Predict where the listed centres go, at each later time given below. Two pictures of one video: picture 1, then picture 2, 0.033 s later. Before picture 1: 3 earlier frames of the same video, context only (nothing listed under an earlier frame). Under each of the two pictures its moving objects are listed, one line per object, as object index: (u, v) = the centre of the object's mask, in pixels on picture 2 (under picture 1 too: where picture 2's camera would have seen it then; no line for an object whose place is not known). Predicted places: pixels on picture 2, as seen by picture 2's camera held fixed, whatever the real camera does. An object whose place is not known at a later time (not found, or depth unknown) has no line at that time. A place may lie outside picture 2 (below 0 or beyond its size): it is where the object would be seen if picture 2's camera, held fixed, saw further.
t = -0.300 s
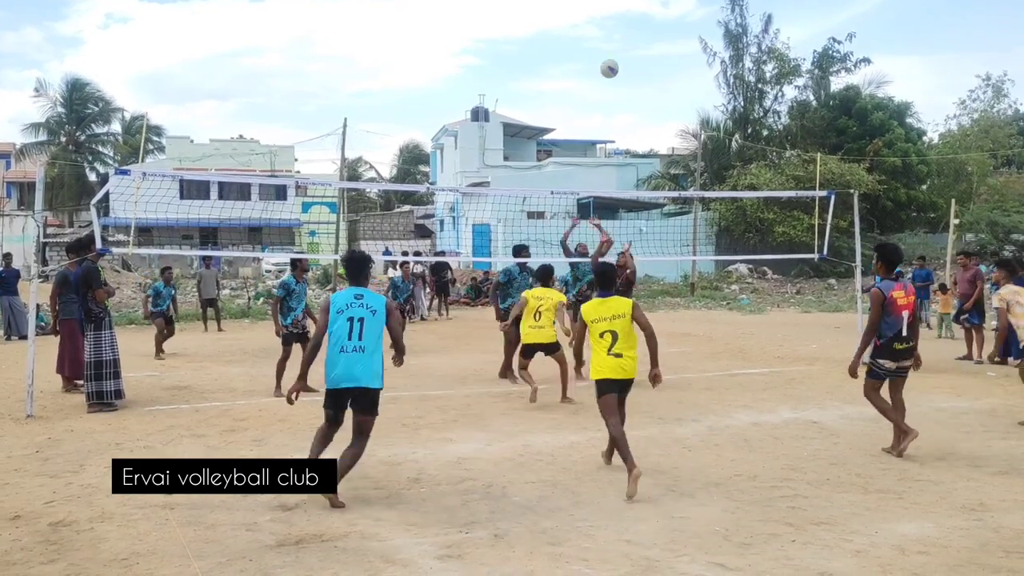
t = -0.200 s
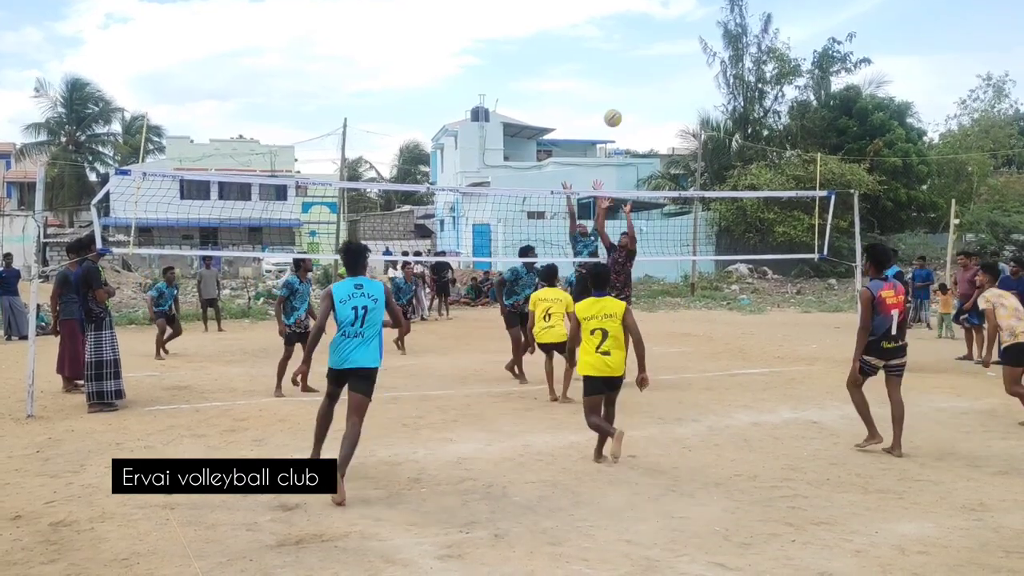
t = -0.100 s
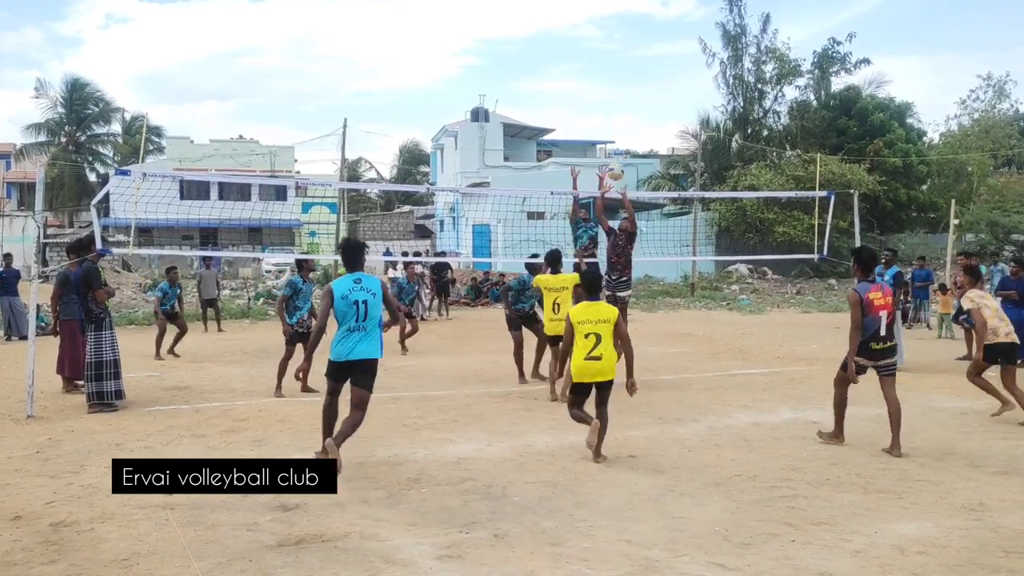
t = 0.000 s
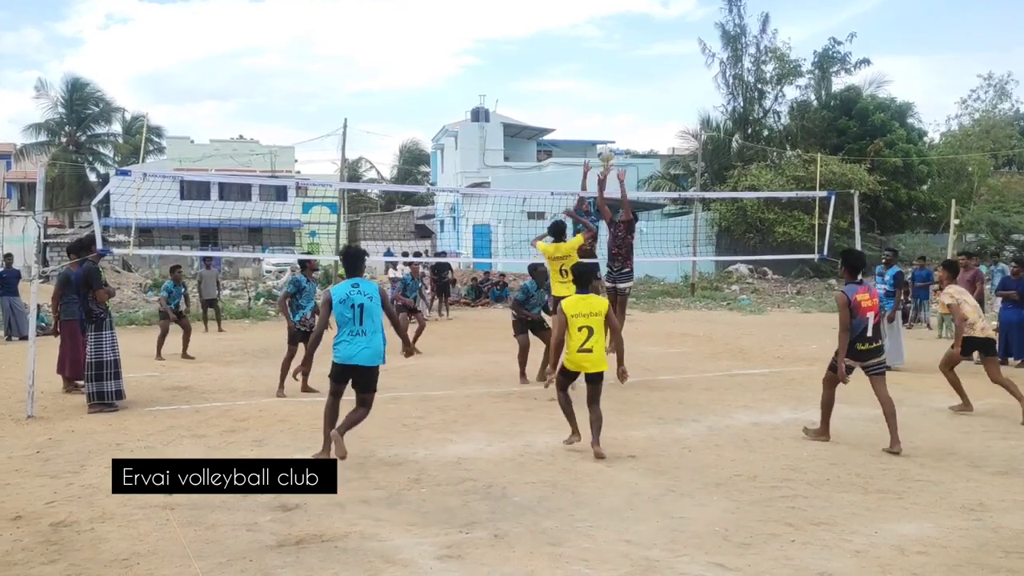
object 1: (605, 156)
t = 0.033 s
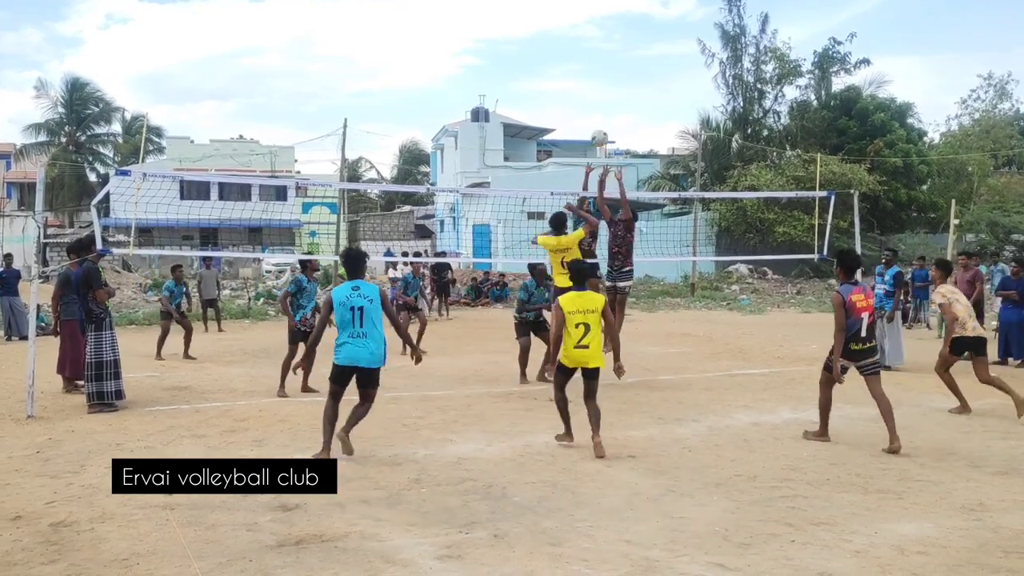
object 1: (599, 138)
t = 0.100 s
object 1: (587, 109)
